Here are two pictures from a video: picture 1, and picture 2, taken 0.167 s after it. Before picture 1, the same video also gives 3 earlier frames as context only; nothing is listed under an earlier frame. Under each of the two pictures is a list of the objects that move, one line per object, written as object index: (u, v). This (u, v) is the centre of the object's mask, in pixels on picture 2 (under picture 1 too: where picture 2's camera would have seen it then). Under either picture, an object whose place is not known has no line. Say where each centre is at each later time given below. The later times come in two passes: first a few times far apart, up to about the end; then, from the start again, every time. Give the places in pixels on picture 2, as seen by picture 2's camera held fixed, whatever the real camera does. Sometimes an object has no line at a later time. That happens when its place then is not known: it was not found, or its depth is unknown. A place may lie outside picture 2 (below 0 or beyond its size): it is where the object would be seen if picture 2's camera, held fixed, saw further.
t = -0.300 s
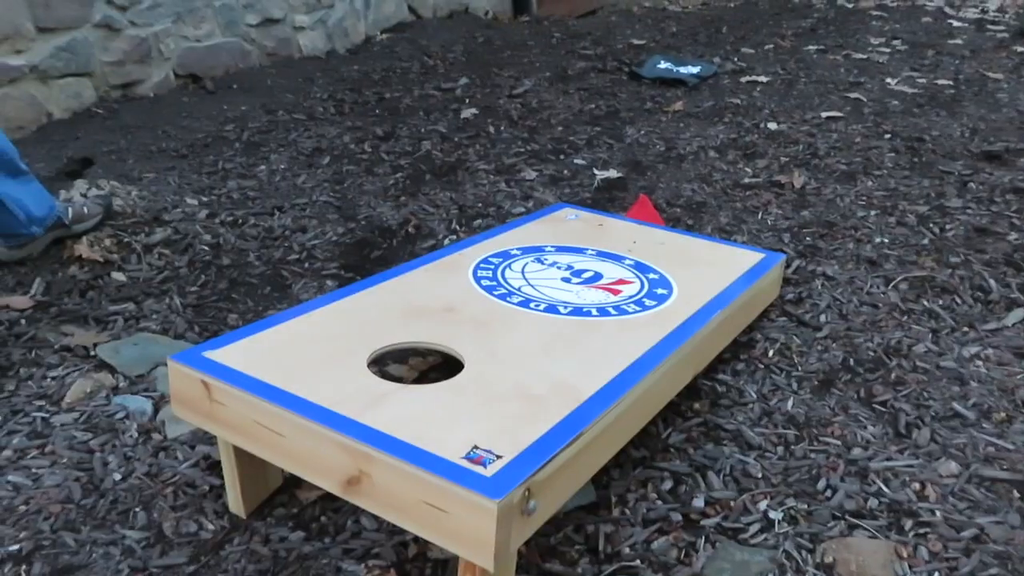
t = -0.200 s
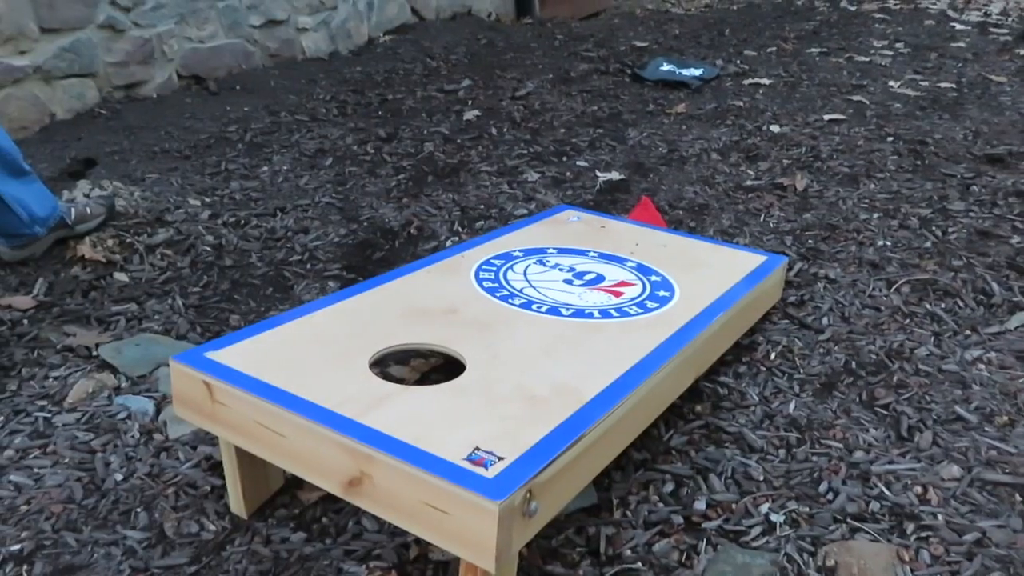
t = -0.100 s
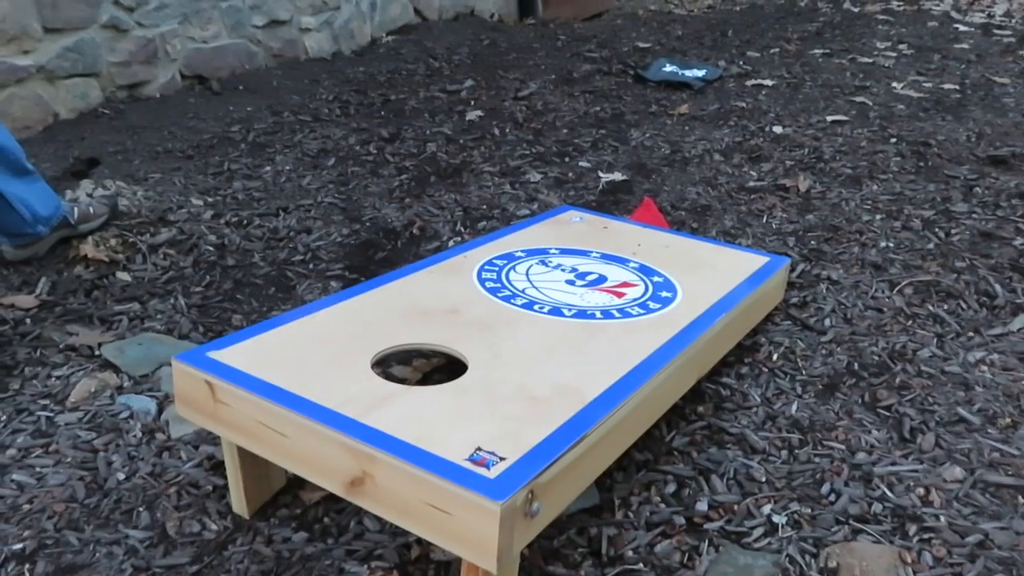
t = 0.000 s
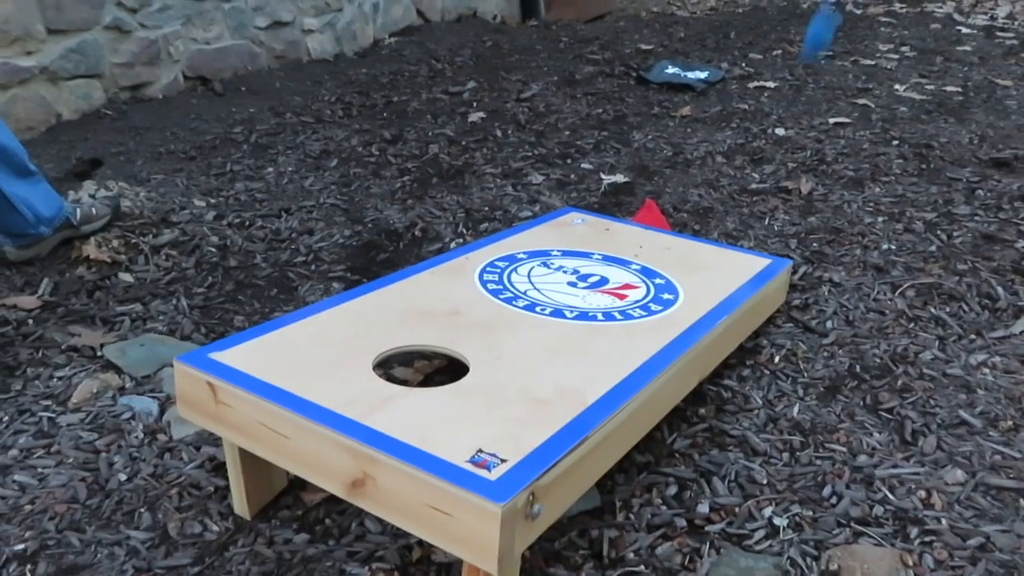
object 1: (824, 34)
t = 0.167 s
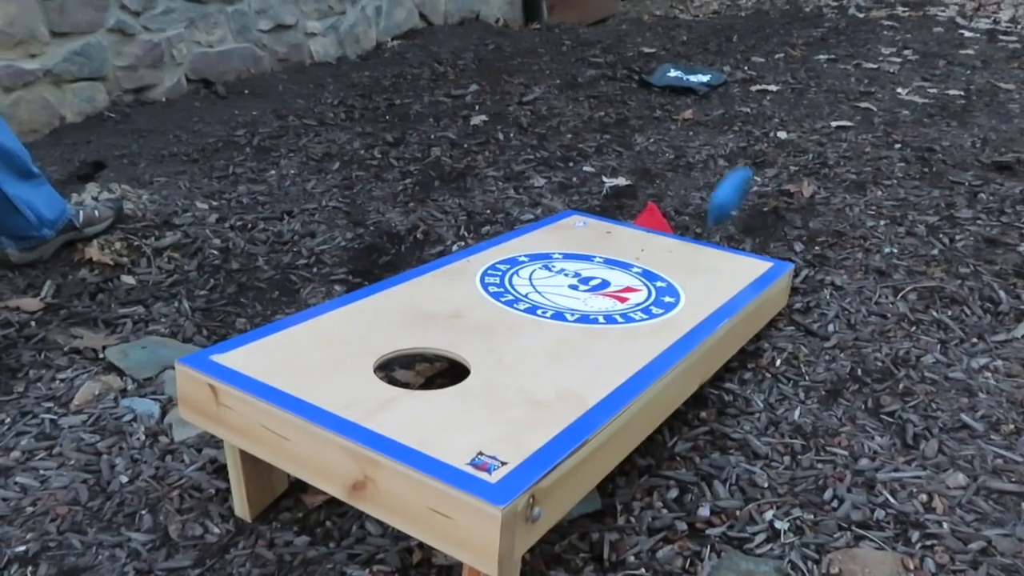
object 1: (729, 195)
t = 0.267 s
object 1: (669, 202)
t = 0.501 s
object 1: (471, 315)
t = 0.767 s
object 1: (385, 379)
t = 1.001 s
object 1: (390, 380)
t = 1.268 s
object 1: (389, 380)
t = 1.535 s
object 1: (390, 380)
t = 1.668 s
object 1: (389, 380)
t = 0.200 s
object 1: (709, 196)
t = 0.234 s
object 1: (690, 198)
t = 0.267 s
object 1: (669, 202)
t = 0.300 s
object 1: (647, 214)
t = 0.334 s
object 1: (620, 232)
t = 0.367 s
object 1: (588, 264)
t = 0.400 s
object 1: (558, 287)
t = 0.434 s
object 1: (530, 298)
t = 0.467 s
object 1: (501, 308)
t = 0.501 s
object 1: (471, 315)
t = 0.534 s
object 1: (442, 324)
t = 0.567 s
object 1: (410, 340)
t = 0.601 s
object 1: (383, 357)
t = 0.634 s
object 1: (378, 363)
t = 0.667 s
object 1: (377, 370)
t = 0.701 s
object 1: (379, 374)
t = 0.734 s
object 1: (382, 376)
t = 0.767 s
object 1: (385, 379)
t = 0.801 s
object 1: (387, 381)
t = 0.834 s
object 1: (389, 381)
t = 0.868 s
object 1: (390, 380)
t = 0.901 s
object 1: (389, 380)
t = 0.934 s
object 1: (389, 380)
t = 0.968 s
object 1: (389, 380)
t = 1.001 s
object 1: (390, 380)
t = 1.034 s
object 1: (390, 380)
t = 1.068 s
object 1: (390, 380)
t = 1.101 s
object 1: (389, 380)
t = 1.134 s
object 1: (390, 380)
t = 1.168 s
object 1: (390, 380)
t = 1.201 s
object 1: (390, 380)
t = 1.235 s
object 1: (389, 380)
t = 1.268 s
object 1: (389, 380)
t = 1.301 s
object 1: (389, 380)
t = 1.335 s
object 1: (390, 380)
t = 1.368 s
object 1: (389, 380)
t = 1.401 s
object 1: (389, 380)
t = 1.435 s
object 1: (389, 380)
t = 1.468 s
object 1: (390, 380)
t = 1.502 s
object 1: (390, 380)
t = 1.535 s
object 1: (390, 380)
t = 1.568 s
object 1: (390, 380)
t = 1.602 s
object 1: (390, 380)
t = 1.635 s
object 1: (390, 380)
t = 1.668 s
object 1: (389, 380)
